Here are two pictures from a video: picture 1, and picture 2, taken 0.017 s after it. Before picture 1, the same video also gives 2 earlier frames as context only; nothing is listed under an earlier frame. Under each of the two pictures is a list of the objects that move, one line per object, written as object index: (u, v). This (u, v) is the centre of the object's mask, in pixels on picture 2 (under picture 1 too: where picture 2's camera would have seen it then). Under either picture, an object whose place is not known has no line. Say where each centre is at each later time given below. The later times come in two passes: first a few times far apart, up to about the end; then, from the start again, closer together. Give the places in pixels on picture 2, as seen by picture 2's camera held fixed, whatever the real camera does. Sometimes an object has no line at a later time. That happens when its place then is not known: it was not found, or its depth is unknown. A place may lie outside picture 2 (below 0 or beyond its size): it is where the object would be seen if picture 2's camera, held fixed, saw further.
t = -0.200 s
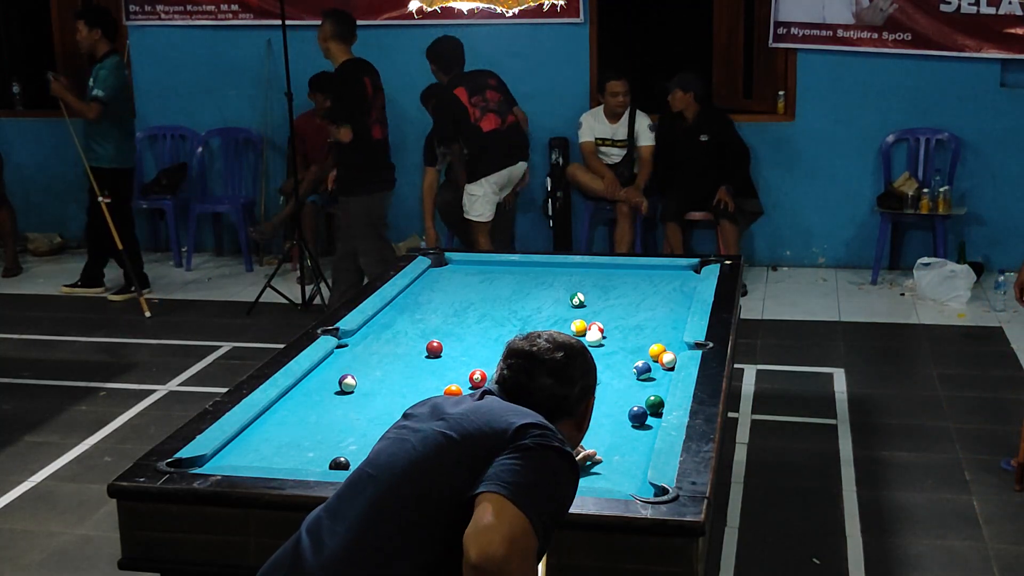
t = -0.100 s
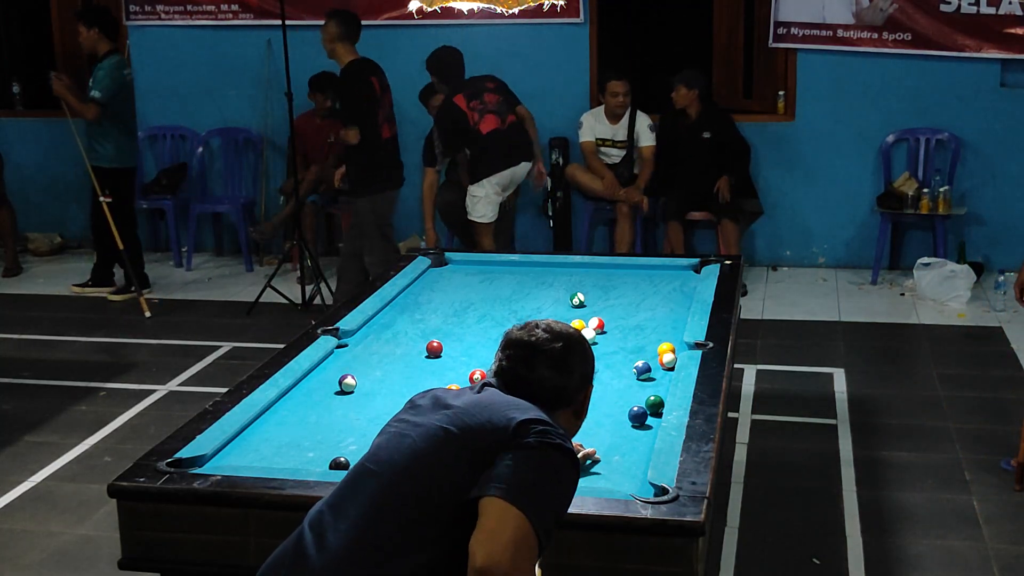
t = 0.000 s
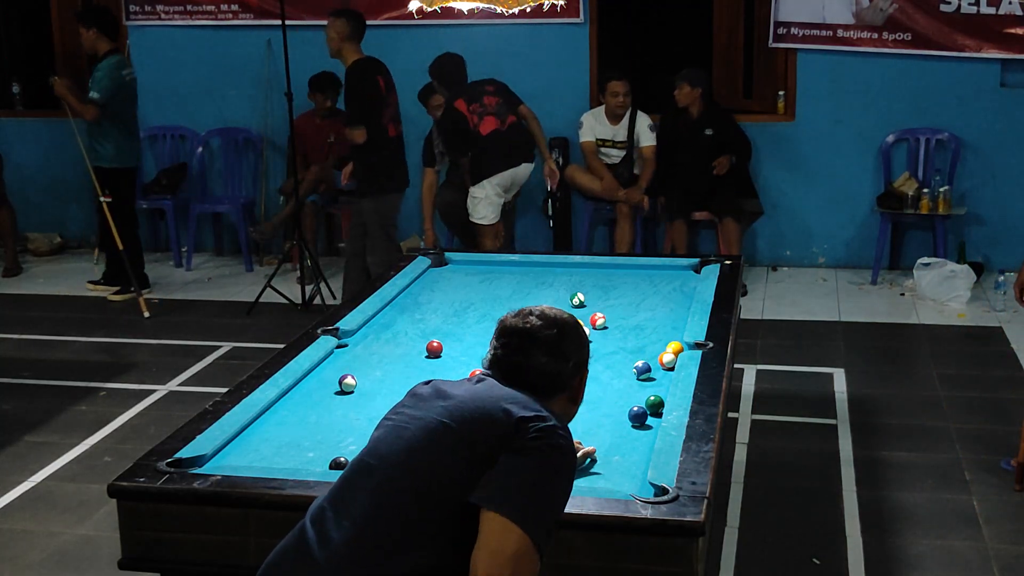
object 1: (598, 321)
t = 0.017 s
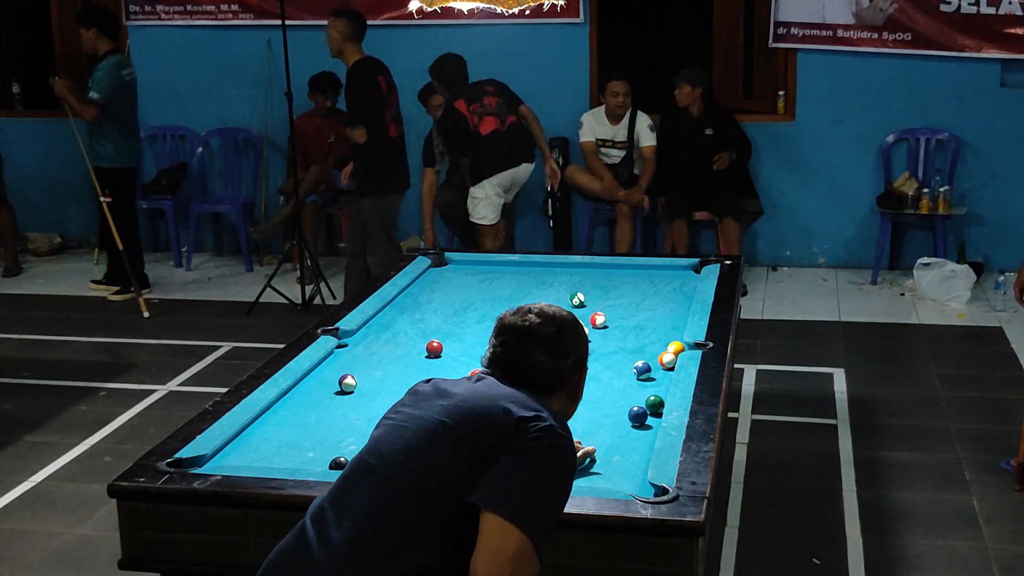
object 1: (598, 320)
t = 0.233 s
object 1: (601, 311)
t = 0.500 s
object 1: (605, 301)
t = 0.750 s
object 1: (608, 293)
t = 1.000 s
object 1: (610, 286)
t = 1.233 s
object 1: (612, 280)
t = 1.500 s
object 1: (614, 274)
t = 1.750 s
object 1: (615, 269)
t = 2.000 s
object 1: (616, 265)
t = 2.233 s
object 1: (615, 267)
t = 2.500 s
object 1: (614, 270)
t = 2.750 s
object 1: (614, 271)
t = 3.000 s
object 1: (614, 273)
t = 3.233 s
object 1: (614, 274)
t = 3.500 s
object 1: (614, 274)
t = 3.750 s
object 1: (613, 274)
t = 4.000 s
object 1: (613, 274)
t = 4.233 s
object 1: (613, 274)
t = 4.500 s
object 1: (613, 274)
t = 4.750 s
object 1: (613, 274)
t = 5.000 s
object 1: (613, 274)
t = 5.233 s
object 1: (613, 274)
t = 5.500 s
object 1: (613, 274)
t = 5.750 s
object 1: (613, 274)
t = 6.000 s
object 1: (613, 274)
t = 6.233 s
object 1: (613, 274)
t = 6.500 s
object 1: (613, 274)
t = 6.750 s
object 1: (613, 274)
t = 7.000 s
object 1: (613, 274)
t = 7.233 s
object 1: (613, 274)
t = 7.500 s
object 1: (613, 274)
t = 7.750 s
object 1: (613, 274)
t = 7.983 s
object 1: (613, 274)
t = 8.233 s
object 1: (613, 274)
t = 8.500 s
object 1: (613, 274)
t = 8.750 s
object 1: (613, 274)
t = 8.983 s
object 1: (613, 274)
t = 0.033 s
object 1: (598, 319)
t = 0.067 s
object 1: (599, 318)
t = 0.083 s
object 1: (599, 317)
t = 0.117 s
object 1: (599, 316)
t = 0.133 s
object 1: (600, 315)
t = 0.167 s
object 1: (600, 314)
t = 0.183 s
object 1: (600, 313)
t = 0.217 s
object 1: (601, 311)
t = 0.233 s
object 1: (601, 311)
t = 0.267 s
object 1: (602, 310)
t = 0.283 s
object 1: (602, 309)
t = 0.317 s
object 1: (602, 308)
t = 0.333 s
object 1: (602, 307)
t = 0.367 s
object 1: (603, 306)
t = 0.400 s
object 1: (603, 305)
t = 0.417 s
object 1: (604, 304)
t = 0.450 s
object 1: (604, 303)
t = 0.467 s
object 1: (604, 302)
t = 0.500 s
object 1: (605, 301)
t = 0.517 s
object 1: (605, 301)
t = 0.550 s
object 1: (605, 299)
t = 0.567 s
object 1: (605, 299)
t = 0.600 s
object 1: (606, 298)
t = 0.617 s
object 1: (606, 297)
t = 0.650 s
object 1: (607, 296)
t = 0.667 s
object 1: (607, 296)
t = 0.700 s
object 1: (607, 294)
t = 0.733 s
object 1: (607, 293)
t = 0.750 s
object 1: (608, 293)
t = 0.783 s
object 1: (608, 292)
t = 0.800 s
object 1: (609, 291)
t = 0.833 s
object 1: (609, 290)
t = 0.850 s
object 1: (609, 290)
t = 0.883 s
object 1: (609, 289)
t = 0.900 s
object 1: (609, 289)
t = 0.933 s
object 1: (609, 288)
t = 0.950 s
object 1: (610, 287)
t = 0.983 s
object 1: (610, 286)
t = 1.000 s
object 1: (610, 286)
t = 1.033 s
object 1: (610, 285)
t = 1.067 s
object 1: (611, 284)
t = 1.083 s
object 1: (611, 284)
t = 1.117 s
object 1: (611, 283)
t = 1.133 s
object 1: (611, 283)
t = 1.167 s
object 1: (611, 282)
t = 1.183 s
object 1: (612, 281)
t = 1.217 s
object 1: (612, 280)
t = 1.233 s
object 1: (612, 280)
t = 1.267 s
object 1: (612, 279)
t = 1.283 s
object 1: (612, 279)
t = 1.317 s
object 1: (612, 278)
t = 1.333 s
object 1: (613, 278)
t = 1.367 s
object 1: (613, 277)
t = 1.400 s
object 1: (613, 276)
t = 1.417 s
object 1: (613, 276)
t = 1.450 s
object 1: (613, 275)
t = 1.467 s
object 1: (614, 275)
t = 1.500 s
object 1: (614, 274)
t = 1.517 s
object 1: (614, 274)
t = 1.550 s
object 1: (614, 273)
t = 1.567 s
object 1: (614, 273)
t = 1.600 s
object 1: (614, 272)
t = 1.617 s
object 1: (614, 272)
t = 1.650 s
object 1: (614, 271)
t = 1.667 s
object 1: (614, 271)
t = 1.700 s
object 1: (615, 270)
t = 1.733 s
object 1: (615, 270)
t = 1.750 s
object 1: (615, 269)
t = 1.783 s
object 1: (615, 269)
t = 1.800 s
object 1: (615, 268)
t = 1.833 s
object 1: (615, 268)
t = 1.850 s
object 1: (615, 268)
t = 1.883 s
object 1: (616, 267)
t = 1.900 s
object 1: (616, 267)
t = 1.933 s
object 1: (616, 266)
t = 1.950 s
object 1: (616, 266)
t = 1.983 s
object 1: (616, 266)
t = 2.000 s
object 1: (616, 265)
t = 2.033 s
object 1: (616, 265)
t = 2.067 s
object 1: (616, 265)
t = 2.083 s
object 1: (616, 266)
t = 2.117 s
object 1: (616, 266)
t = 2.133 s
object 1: (616, 266)
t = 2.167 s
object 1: (615, 267)
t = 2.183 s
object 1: (615, 267)
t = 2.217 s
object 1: (615, 267)
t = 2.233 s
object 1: (615, 267)
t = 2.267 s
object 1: (615, 268)
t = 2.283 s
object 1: (615, 268)
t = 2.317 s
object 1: (614, 268)
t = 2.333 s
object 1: (614, 268)
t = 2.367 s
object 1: (614, 268)
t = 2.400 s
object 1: (614, 269)
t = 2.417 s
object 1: (614, 269)
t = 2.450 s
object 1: (614, 269)
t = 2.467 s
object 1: (614, 269)
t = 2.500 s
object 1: (614, 270)
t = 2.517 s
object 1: (614, 270)
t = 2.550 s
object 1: (614, 270)
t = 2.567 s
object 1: (614, 270)
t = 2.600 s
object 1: (614, 270)
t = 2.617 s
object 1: (614, 270)
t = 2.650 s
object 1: (614, 271)
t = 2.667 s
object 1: (614, 271)
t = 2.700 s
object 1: (614, 271)
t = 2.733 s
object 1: (614, 271)
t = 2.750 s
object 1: (614, 271)
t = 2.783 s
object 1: (614, 271)
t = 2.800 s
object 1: (614, 272)
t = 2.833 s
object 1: (614, 272)
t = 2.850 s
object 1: (614, 272)
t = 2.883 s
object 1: (614, 272)
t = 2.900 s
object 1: (614, 272)
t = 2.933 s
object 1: (614, 272)
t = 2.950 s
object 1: (614, 272)
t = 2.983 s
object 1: (614, 273)
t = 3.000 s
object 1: (614, 273)
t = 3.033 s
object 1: (614, 273)
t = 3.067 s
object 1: (614, 273)
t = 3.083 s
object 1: (614, 273)
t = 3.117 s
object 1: (614, 273)
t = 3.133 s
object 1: (614, 273)
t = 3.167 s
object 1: (614, 273)
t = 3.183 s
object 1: (614, 273)
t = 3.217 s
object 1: (614, 274)
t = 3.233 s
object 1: (614, 274)
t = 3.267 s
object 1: (614, 274)
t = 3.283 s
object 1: (614, 274)
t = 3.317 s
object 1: (614, 274)
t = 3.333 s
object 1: (614, 274)
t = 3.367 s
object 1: (614, 274)
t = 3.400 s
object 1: (614, 274)
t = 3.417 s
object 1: (614, 274)
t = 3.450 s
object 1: (614, 274)
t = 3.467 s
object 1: (614, 274)
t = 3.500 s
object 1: (614, 274)
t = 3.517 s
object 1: (614, 274)
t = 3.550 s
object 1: (613, 274)
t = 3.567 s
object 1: (613, 274)
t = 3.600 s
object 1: (613, 274)
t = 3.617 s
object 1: (613, 274)
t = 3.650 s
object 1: (613, 274)
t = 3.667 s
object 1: (613, 274)
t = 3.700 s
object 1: (613, 274)
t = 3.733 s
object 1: (613, 274)
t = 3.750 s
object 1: (613, 274)
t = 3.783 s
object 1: (613, 274)
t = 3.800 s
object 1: (613, 274)
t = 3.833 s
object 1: (613, 274)
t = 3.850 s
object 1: (613, 274)
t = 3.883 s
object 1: (613, 274)
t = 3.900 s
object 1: (613, 274)
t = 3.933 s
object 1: (613, 274)
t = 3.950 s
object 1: (613, 274)
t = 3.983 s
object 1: (613, 274)
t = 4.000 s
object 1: (613, 274)
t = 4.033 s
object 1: (613, 274)
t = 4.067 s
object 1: (613, 274)
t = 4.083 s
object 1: (613, 274)
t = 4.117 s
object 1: (613, 274)
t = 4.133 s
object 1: (613, 274)
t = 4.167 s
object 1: (613, 274)
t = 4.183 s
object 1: (613, 274)
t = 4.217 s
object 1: (613, 274)
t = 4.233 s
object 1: (613, 274)
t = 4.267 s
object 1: (613, 274)
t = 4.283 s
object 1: (613, 274)
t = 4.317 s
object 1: (613, 274)
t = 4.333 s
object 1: (613, 274)
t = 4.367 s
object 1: (613, 274)
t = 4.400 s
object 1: (613, 274)
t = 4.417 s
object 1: (613, 274)
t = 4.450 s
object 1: (613, 274)
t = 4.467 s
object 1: (613, 274)
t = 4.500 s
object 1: (613, 274)
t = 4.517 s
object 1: (613, 274)
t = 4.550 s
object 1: (613, 274)
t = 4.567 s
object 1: (613, 274)
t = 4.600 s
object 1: (613, 274)
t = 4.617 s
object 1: (613, 274)
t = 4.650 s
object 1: (613, 274)
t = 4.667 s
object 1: (613, 274)
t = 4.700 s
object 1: (613, 274)
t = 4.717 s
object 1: (613, 274)
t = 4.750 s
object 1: (613, 274)
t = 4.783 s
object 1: (613, 274)
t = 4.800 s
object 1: (613, 274)
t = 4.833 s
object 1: (613, 274)
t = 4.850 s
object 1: (613, 274)
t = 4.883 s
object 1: (613, 274)
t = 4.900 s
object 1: (613, 274)
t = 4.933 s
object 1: (613, 274)
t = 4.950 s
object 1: (613, 274)
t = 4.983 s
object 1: (613, 274)
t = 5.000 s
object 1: (613, 274)
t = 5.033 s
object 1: (613, 274)
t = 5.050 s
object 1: (613, 274)
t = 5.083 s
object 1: (613, 274)
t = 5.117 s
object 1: (613, 274)
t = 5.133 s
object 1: (613, 274)
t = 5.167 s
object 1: (613, 274)
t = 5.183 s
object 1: (613, 274)
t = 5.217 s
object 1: (613, 274)
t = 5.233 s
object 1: (613, 274)
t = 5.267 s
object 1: (613, 274)
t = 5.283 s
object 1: (613, 274)
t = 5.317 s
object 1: (613, 274)
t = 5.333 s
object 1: (613, 274)
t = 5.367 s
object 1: (613, 274)
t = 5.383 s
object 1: (613, 274)
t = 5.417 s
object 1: (613, 274)
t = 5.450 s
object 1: (613, 274)
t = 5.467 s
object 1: (613, 274)
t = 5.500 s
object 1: (613, 274)
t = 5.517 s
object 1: (613, 274)
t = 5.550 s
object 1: (613, 274)
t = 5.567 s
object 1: (613, 274)
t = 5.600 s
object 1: (613, 274)
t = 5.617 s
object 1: (613, 274)
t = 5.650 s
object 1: (613, 274)
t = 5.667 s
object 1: (613, 274)
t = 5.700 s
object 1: (613, 274)
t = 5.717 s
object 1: (613, 274)
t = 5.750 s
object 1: (613, 274)
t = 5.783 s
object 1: (613, 274)
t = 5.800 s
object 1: (613, 274)
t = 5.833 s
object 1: (613, 274)
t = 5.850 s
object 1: (613, 274)
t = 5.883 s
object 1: (613, 274)
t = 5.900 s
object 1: (613, 274)
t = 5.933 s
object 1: (613, 274)
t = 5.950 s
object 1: (613, 274)
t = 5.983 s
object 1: (613, 274)
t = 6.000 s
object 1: (613, 274)
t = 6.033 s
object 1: (613, 274)
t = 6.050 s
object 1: (613, 274)
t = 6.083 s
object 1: (613, 274)
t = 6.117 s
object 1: (613, 274)
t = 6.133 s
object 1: (613, 274)
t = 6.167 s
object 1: (613, 274)
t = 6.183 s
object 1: (613, 274)
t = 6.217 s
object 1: (613, 274)
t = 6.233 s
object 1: (613, 274)
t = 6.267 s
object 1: (613, 274)
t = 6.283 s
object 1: (613, 274)
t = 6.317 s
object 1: (613, 274)
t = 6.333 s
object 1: (613, 274)
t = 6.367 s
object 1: (613, 274)
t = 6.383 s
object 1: (613, 274)
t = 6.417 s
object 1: (613, 274)
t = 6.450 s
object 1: (613, 274)
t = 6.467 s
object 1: (613, 274)
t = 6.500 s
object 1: (613, 274)
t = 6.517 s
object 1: (613, 274)
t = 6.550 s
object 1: (613, 274)
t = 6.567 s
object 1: (613, 274)
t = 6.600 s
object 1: (613, 274)
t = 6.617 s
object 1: (613, 274)
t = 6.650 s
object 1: (613, 274)
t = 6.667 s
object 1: (613, 274)
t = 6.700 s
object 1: (613, 274)
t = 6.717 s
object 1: (613, 274)
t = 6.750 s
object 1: (613, 274)
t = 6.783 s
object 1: (613, 274)
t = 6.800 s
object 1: (613, 274)
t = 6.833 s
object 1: (613, 274)
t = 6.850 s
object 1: (613, 274)
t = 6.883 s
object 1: (613, 274)
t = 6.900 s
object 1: (613, 274)
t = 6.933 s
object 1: (613, 274)
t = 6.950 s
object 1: (613, 274)
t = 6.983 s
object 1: (613, 274)
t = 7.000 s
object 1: (613, 274)
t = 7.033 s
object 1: (613, 274)
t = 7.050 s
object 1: (613, 274)
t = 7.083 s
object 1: (613, 274)
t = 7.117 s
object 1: (613, 274)
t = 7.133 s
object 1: (613, 274)
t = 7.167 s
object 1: (613, 274)
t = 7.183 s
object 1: (613, 274)
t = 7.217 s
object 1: (613, 274)
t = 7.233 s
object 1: (613, 274)
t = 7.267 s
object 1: (613, 274)
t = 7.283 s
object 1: (613, 274)
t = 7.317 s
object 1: (613, 274)
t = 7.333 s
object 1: (613, 274)
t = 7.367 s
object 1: (613, 274)
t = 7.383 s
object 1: (613, 274)
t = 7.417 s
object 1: (613, 274)
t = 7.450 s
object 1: (613, 274)
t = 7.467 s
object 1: (613, 274)
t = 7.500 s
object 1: (613, 274)
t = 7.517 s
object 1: (613, 274)
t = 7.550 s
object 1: (613, 274)
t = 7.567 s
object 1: (613, 274)
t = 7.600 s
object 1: (613, 274)
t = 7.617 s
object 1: (613, 274)
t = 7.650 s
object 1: (613, 274)
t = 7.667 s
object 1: (613, 274)
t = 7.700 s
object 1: (613, 274)
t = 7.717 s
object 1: (613, 274)
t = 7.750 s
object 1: (613, 274)
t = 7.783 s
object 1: (613, 274)
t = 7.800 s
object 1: (613, 274)
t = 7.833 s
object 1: (613, 274)
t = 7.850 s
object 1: (613, 274)
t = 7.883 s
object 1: (613, 274)
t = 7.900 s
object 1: (613, 274)
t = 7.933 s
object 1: (613, 274)
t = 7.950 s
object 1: (613, 274)
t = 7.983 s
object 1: (613, 274)
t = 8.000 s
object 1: (613, 274)
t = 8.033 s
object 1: (613, 274)
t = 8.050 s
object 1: (613, 274)
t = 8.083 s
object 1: (613, 274)
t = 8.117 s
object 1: (613, 274)
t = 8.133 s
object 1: (613, 274)
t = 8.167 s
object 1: (613, 274)
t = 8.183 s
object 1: (613, 274)
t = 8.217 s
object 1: (613, 274)
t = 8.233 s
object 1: (613, 274)
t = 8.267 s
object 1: (613, 274)
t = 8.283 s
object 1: (613, 274)
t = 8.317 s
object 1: (613, 274)
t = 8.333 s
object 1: (613, 274)
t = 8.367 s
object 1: (613, 274)
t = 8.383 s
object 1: (613, 274)
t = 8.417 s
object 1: (613, 274)
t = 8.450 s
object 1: (613, 274)
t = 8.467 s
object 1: (613, 274)
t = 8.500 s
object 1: (613, 274)
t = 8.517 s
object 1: (613, 274)
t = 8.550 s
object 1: (613, 274)
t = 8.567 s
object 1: (613, 274)
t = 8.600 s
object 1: (613, 274)
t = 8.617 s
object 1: (613, 274)
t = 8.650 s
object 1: (613, 274)
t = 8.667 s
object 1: (613, 274)
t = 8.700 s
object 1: (613, 274)
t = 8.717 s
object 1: (613, 274)
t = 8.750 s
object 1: (613, 274)
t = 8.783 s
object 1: (613, 274)
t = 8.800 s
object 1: (613, 274)
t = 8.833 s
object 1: (613, 274)
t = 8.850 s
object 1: (613, 274)
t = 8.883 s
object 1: (613, 274)
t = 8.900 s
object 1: (613, 274)
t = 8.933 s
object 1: (613, 274)
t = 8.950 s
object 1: (613, 274)
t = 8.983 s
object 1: (613, 274)
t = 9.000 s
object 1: (613, 274)
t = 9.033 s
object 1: (613, 274)
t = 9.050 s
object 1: (613, 274)
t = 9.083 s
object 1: (613, 274)
